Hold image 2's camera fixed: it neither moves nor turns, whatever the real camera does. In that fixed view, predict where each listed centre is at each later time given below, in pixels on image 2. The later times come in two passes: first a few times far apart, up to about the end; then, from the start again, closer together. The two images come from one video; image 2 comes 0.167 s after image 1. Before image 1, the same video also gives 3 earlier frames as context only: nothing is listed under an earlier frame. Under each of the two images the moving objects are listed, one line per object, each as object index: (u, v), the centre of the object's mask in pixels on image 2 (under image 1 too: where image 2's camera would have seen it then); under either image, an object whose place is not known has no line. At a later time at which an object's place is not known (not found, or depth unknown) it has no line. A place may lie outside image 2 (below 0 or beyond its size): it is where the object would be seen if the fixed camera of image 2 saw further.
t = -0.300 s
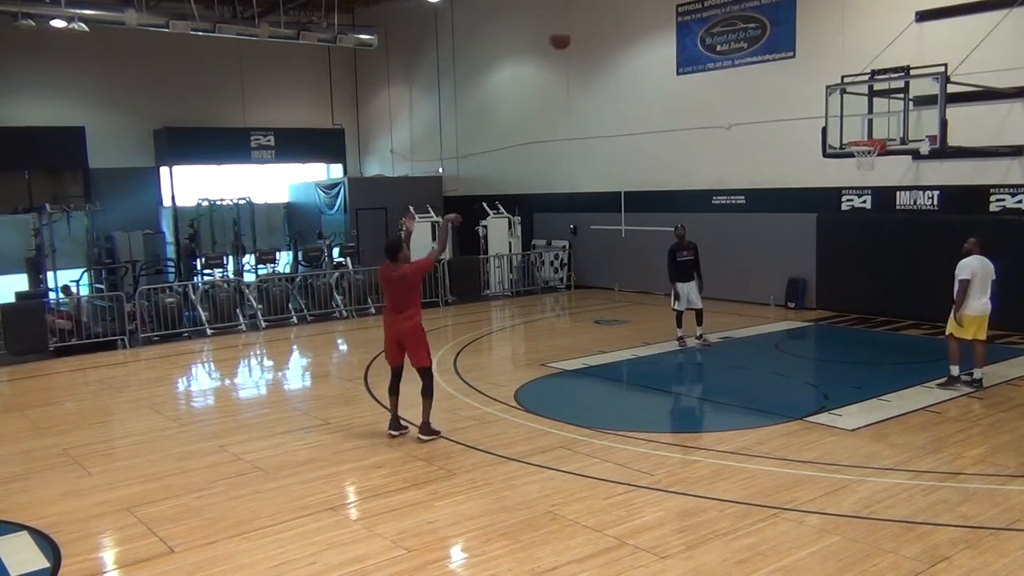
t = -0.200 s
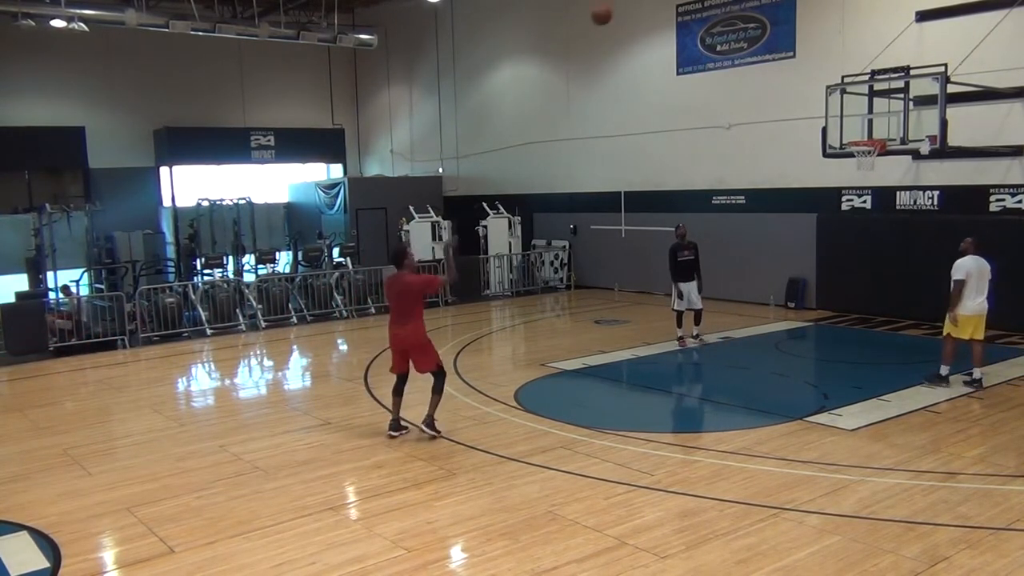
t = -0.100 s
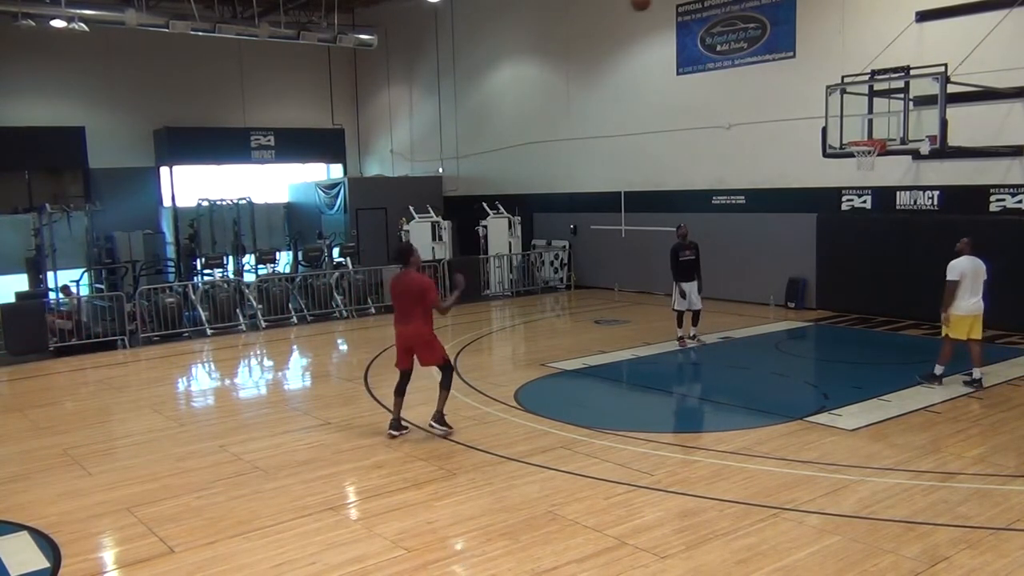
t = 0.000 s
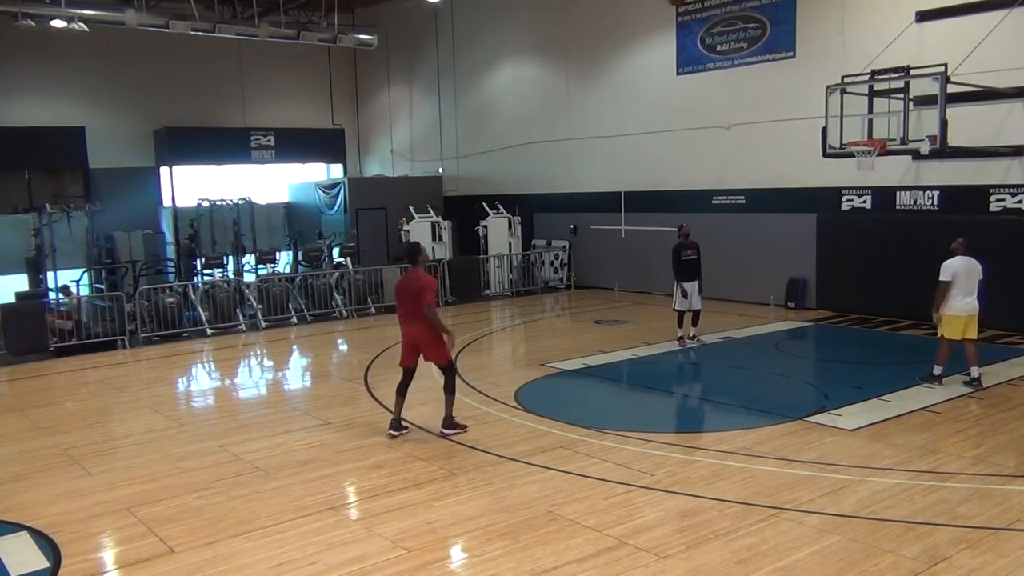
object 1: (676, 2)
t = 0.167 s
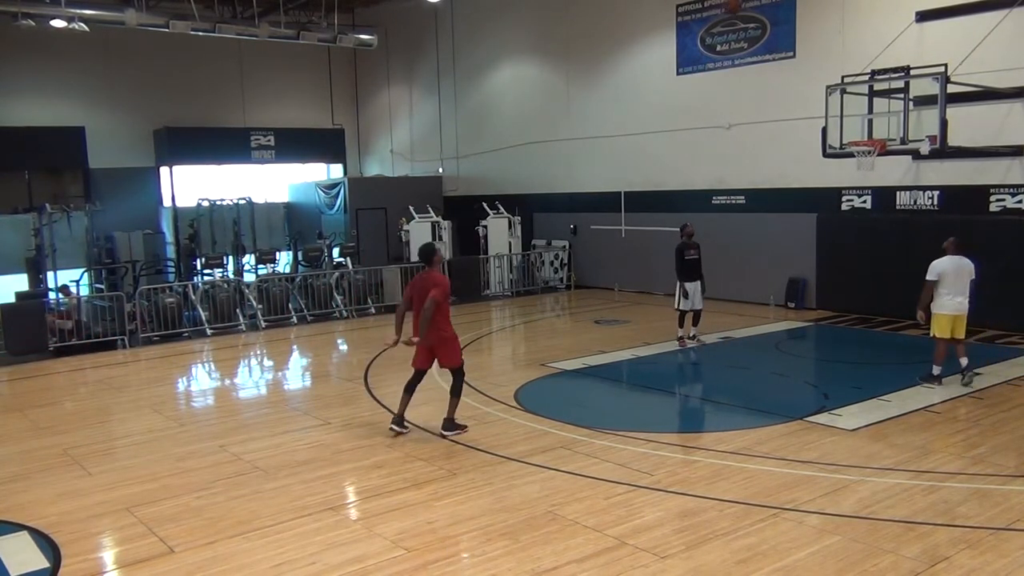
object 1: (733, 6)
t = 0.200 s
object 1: (742, 5)
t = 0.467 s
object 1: (819, 69)
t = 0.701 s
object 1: (868, 131)
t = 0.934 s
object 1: (869, 92)
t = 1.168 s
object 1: (870, 89)
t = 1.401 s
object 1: (870, 136)
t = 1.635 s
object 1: (869, 247)
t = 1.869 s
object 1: (868, 439)
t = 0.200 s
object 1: (742, 5)
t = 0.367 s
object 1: (793, 42)
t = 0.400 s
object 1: (801, 51)
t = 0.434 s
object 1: (810, 60)
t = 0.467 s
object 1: (819, 69)
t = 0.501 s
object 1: (827, 80)
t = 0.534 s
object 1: (836, 91)
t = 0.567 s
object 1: (844, 101)
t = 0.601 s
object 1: (852, 114)
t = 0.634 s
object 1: (860, 126)
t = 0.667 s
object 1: (867, 136)
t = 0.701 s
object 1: (868, 131)
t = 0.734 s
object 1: (868, 124)
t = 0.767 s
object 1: (868, 117)
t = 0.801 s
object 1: (868, 111)
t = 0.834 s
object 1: (869, 105)
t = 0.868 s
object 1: (868, 100)
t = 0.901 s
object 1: (869, 95)
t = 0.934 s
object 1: (869, 92)
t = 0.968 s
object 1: (869, 88)
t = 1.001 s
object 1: (869, 86)
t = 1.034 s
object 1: (870, 86)
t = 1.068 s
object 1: (870, 86)
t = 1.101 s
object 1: (870, 86)
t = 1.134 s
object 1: (870, 87)
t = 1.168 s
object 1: (870, 89)
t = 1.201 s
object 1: (870, 93)
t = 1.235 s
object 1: (870, 98)
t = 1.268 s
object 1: (870, 103)
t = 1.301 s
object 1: (869, 110)
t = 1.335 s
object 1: (869, 117)
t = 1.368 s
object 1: (869, 126)
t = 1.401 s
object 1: (870, 136)
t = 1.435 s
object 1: (869, 148)
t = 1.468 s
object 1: (869, 162)
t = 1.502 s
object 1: (870, 175)
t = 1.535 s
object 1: (870, 191)
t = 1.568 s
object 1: (870, 208)
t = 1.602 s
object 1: (869, 227)
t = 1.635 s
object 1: (869, 247)
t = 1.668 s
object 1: (869, 269)
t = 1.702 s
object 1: (869, 293)
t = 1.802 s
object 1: (868, 374)
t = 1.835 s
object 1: (868, 405)
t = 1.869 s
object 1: (868, 439)
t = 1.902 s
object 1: (869, 434)
